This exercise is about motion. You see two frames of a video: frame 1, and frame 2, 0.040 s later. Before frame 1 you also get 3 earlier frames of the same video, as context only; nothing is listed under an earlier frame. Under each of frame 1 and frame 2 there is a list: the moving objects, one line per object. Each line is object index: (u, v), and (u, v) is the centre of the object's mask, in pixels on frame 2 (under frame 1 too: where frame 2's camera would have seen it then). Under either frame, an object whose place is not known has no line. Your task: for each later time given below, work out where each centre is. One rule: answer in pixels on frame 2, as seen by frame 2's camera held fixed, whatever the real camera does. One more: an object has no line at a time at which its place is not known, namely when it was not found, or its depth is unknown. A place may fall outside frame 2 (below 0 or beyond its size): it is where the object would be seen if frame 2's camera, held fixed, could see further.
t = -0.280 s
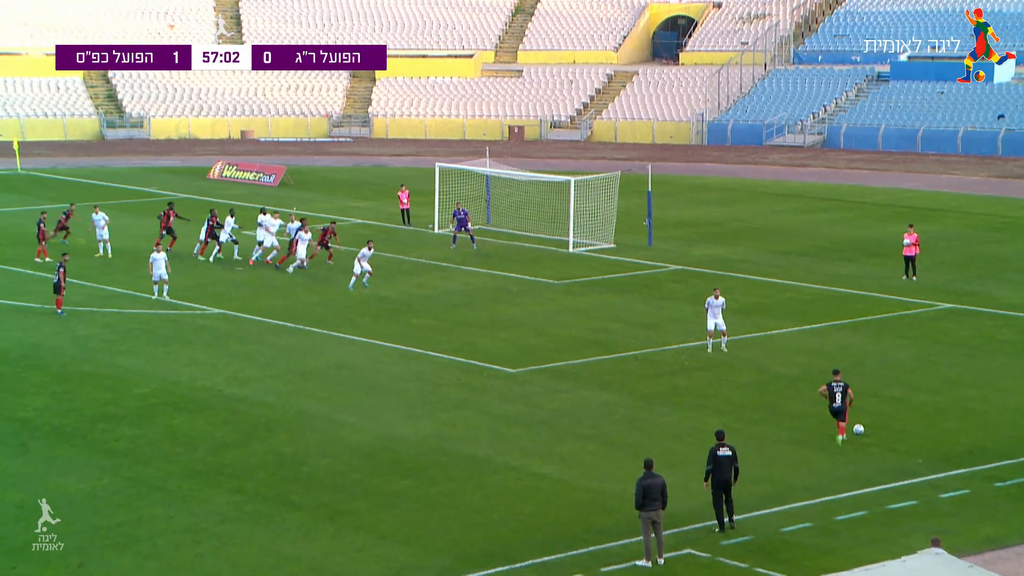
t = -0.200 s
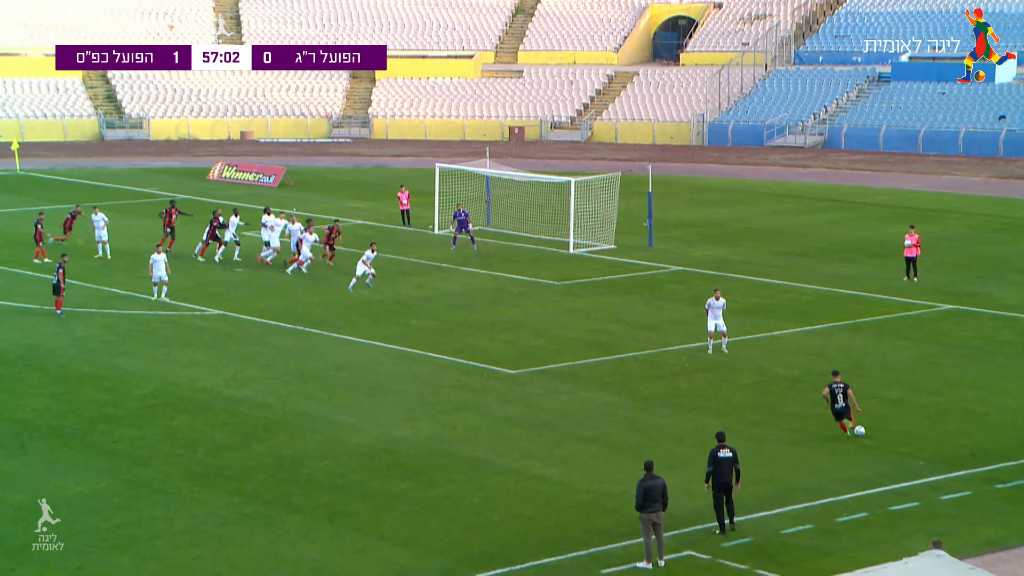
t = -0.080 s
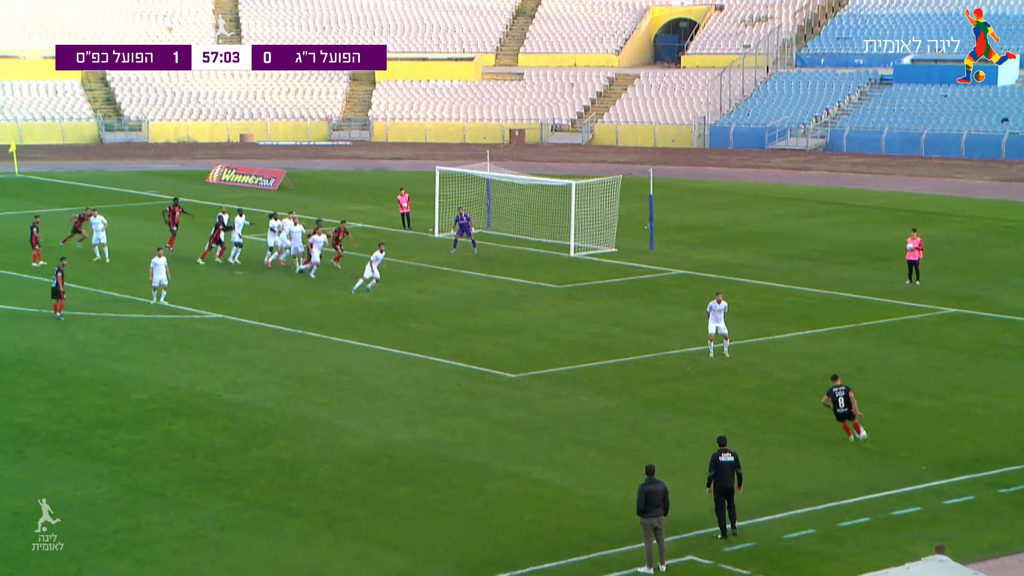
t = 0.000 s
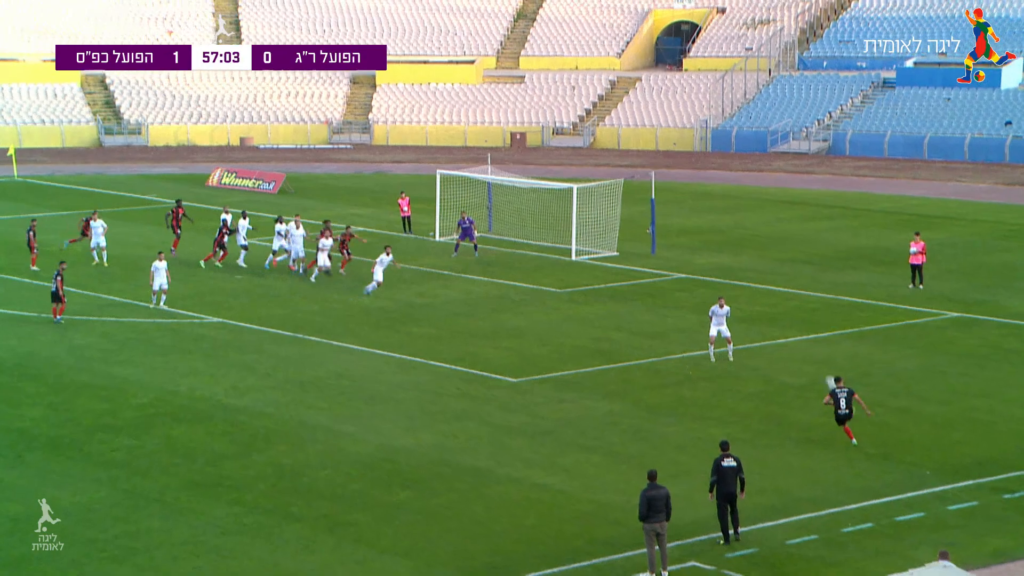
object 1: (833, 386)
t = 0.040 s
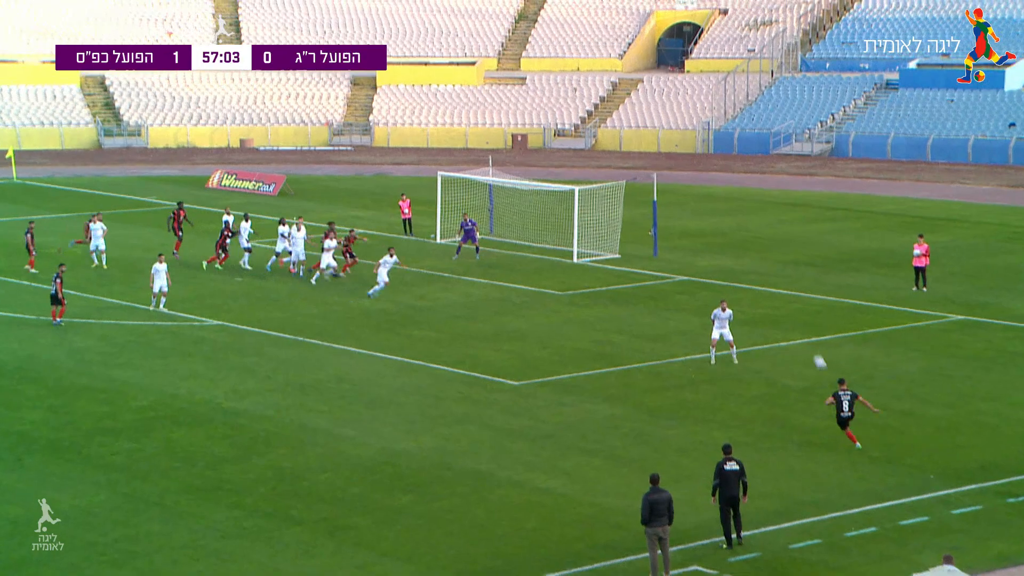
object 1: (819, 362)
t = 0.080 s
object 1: (804, 339)
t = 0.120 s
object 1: (790, 319)
